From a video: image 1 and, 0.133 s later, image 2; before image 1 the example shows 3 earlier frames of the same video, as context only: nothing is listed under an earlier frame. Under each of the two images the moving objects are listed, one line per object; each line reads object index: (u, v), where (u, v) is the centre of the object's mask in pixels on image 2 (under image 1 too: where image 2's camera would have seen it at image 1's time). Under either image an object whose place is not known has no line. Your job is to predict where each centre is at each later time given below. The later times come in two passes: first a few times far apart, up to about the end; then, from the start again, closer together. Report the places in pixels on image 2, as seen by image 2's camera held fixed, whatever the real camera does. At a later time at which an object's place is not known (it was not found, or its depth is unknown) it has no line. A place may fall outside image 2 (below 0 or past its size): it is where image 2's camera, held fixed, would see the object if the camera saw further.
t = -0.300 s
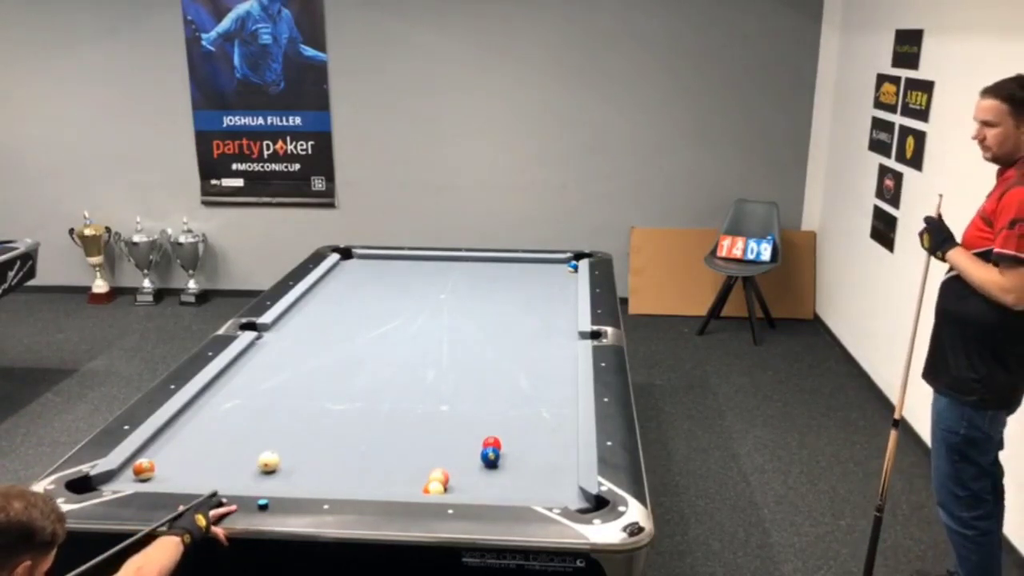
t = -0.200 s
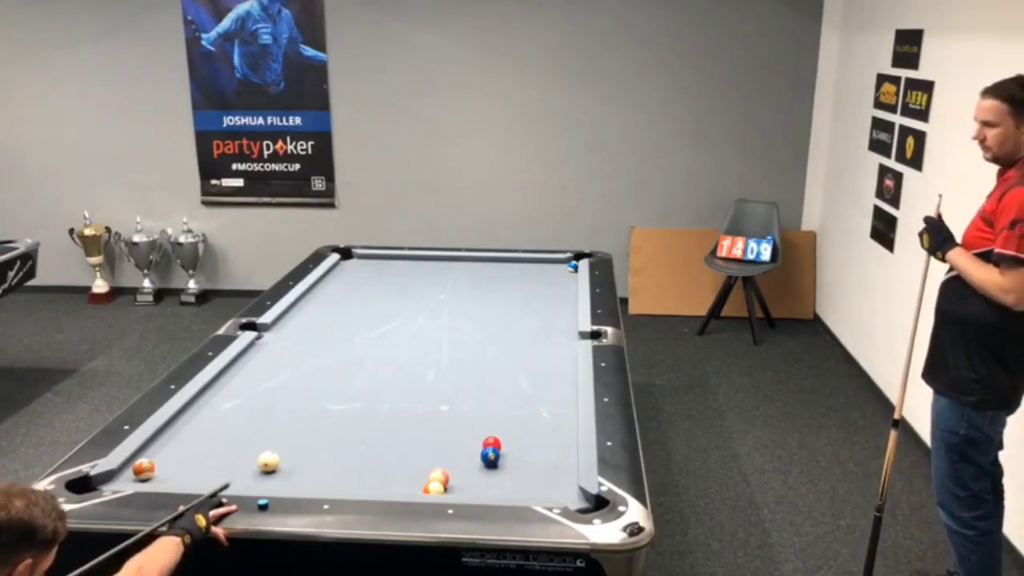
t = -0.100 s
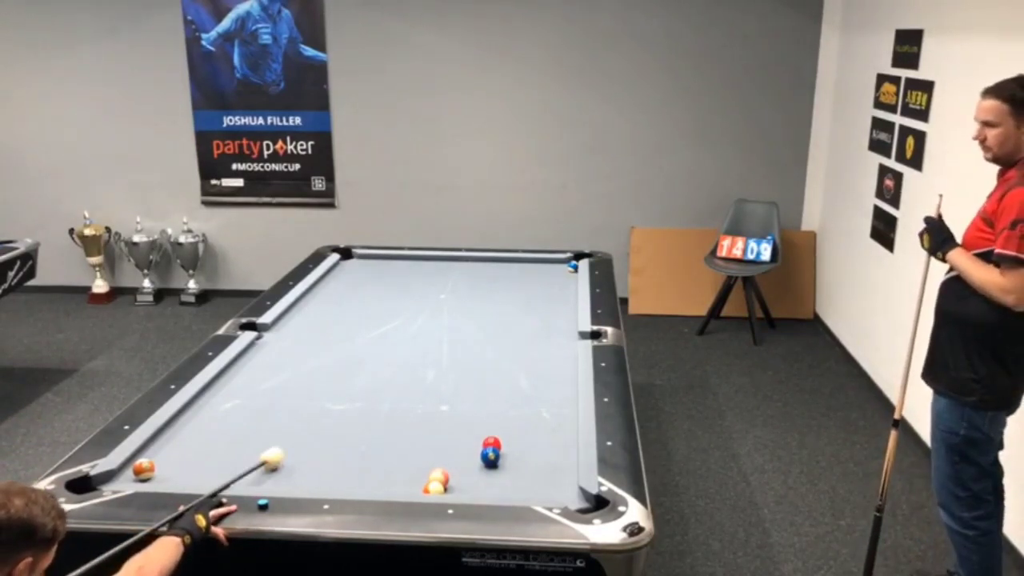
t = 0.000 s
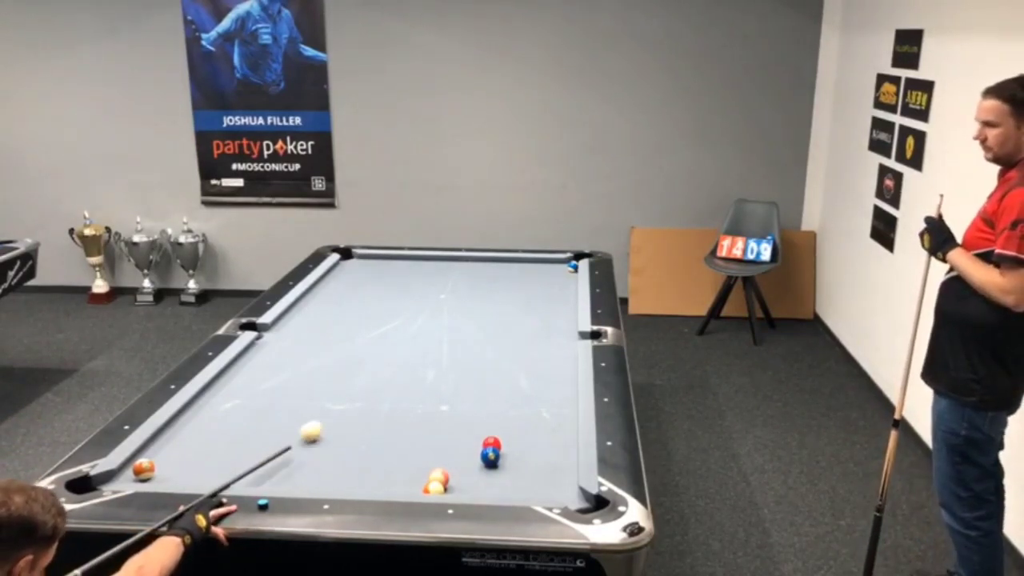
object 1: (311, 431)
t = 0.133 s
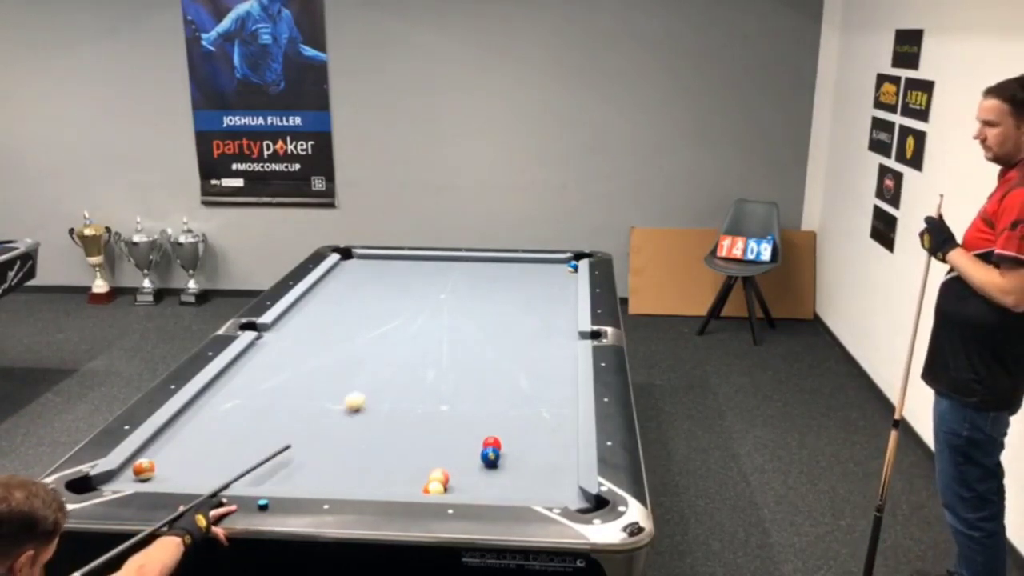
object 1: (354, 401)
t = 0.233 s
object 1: (383, 382)
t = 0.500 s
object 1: (445, 340)
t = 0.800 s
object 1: (497, 303)
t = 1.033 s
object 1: (530, 281)
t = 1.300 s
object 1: (560, 261)
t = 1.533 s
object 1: (560, 263)
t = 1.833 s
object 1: (553, 269)
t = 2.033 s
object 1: (549, 270)
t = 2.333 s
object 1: (543, 273)
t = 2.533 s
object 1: (540, 274)
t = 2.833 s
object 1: (534, 276)
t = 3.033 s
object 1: (531, 278)
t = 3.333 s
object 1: (527, 279)
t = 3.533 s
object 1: (525, 280)
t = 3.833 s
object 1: (522, 281)
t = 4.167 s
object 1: (520, 282)
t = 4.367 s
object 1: (519, 282)
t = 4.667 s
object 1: (519, 282)
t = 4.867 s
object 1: (519, 282)
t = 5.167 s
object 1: (519, 282)
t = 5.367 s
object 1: (519, 282)
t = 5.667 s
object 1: (519, 282)
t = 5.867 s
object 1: (519, 282)
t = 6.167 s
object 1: (519, 282)
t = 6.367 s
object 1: (519, 282)
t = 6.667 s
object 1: (519, 282)
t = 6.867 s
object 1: (519, 282)
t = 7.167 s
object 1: (519, 282)
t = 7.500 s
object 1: (519, 282)
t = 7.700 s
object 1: (519, 282)
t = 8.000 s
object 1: (519, 282)
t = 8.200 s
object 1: (519, 282)
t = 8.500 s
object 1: (519, 282)
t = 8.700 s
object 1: (519, 282)
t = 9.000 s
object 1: (519, 282)
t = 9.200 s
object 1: (519, 282)
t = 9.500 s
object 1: (519, 282)
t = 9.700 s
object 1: (519, 282)
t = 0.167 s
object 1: (364, 395)
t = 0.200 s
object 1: (374, 388)
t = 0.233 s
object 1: (383, 382)
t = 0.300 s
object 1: (400, 371)
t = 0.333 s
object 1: (408, 365)
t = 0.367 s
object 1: (416, 360)
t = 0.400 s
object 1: (423, 354)
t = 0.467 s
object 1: (438, 345)
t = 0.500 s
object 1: (445, 340)
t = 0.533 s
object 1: (451, 336)
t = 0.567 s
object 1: (458, 331)
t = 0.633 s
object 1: (470, 323)
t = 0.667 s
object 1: (476, 318)
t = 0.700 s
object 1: (481, 314)
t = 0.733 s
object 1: (487, 310)
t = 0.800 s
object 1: (497, 303)
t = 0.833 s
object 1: (503, 300)
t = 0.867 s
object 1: (507, 296)
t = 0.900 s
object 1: (512, 293)
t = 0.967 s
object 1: (521, 287)
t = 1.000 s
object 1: (525, 284)
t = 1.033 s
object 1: (530, 281)
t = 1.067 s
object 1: (534, 278)
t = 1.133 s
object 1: (542, 272)
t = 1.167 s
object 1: (546, 270)
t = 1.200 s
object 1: (550, 267)
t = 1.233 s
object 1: (554, 264)
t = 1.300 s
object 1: (560, 261)
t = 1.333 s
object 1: (563, 262)
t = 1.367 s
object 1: (565, 264)
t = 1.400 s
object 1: (563, 264)
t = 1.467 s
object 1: (561, 266)
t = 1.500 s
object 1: (560, 267)
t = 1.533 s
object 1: (560, 263)
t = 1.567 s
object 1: (560, 265)
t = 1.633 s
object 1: (558, 267)
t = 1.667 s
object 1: (557, 267)
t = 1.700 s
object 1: (556, 268)
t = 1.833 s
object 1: (553, 269)
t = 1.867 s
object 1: (553, 269)
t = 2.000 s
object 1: (550, 270)
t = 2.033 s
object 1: (549, 270)
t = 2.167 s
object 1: (547, 271)
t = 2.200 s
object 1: (546, 271)
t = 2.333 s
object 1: (543, 273)
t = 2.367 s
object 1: (542, 273)
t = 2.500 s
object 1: (540, 274)
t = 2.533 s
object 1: (540, 274)
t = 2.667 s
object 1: (537, 275)
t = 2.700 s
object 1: (537, 275)
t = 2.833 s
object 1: (534, 276)
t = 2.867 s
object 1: (534, 276)
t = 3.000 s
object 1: (532, 277)
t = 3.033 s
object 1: (531, 278)
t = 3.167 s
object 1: (529, 278)
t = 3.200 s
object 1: (529, 278)
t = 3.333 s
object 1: (527, 279)
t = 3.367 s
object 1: (527, 279)
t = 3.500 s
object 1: (526, 280)
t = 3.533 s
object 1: (525, 280)
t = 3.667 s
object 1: (524, 280)
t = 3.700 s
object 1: (524, 280)
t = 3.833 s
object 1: (522, 281)
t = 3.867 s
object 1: (522, 281)
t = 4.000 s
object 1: (521, 281)
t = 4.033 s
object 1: (521, 281)
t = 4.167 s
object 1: (520, 282)
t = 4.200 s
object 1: (520, 282)
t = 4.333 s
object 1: (519, 282)
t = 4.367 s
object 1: (519, 282)
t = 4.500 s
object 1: (519, 282)
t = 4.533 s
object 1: (519, 282)
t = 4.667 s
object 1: (519, 282)
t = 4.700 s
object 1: (519, 282)
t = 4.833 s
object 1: (519, 282)
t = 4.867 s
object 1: (519, 282)
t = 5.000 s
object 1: (519, 282)
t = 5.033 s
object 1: (519, 282)
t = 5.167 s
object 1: (519, 282)
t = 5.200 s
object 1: (519, 282)
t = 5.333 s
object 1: (519, 282)
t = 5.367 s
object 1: (519, 282)
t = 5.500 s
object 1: (519, 282)
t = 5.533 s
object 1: (519, 282)
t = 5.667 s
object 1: (519, 282)
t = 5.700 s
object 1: (519, 282)
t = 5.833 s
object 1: (519, 282)
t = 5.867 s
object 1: (519, 282)
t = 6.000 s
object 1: (519, 282)
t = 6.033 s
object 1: (519, 282)
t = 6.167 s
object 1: (519, 282)
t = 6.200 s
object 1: (519, 282)
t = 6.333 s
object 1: (519, 282)
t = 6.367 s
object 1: (519, 282)
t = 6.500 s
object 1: (519, 282)
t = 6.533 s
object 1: (519, 282)
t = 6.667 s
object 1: (519, 282)
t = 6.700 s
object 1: (519, 282)
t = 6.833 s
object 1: (519, 282)
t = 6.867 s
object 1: (519, 282)
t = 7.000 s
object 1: (519, 282)
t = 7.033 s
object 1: (519, 282)
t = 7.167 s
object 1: (519, 282)
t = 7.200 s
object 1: (519, 282)
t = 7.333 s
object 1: (519, 282)
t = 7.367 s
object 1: (519, 282)
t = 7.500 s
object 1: (519, 282)
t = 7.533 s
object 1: (519, 282)
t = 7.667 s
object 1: (519, 282)
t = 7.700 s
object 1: (519, 282)
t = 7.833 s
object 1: (519, 282)
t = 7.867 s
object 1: (519, 282)
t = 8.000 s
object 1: (519, 282)
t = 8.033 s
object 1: (519, 282)
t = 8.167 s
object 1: (519, 282)
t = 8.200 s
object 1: (519, 282)
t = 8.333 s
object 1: (519, 282)
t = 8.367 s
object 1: (519, 282)
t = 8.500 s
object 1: (519, 282)
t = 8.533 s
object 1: (519, 282)
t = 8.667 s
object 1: (519, 282)
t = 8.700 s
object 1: (519, 282)
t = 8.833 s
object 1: (519, 282)
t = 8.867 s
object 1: (519, 282)
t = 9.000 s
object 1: (519, 282)
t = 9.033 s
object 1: (519, 282)
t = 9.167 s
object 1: (519, 282)
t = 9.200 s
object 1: (519, 282)
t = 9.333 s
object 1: (519, 282)
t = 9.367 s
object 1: (519, 282)
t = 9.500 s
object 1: (519, 282)
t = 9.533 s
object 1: (519, 282)
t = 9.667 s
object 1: (519, 282)
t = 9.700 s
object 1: (519, 282)
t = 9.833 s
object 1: (519, 282)
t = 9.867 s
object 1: (519, 282)
